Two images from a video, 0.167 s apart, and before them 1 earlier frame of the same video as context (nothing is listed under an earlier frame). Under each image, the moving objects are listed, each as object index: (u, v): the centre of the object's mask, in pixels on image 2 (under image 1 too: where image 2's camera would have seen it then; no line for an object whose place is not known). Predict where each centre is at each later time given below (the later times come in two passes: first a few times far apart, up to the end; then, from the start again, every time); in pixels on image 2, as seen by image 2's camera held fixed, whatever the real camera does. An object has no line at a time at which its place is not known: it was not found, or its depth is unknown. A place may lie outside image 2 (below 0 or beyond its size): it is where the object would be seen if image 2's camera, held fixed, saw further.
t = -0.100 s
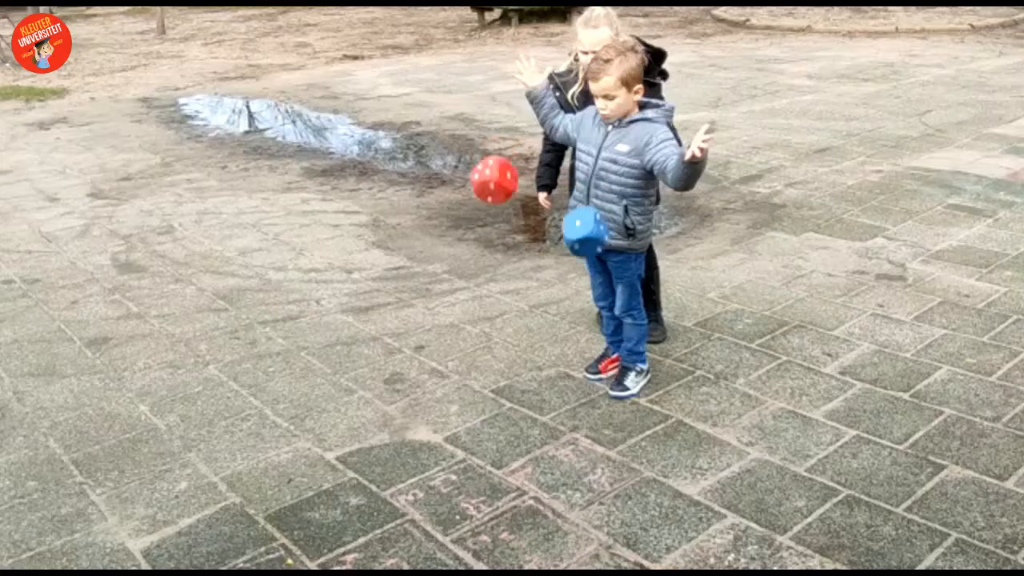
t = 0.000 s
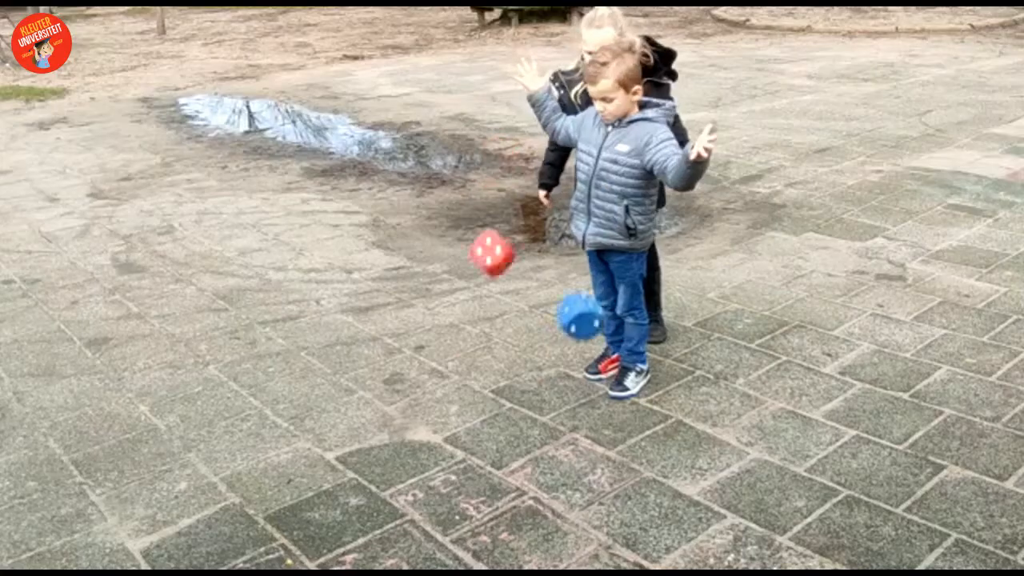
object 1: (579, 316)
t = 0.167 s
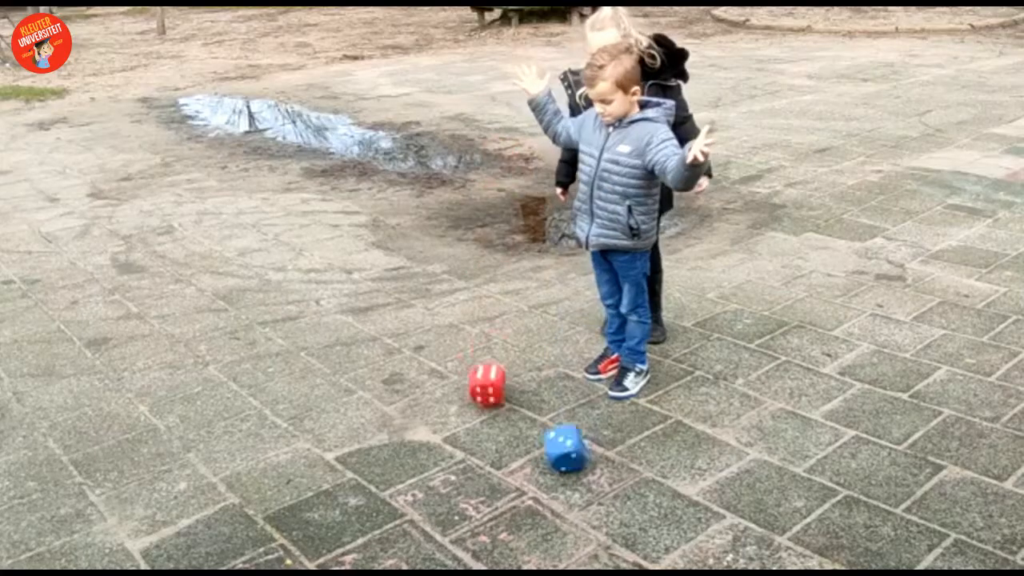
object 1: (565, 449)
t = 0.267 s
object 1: (548, 472)
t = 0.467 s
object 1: (502, 507)
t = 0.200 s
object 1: (559, 453)
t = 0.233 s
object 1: (554, 464)
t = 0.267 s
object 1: (548, 472)
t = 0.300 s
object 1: (542, 481)
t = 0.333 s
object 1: (535, 488)
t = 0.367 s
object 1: (527, 491)
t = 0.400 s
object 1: (519, 497)
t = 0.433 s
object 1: (510, 506)
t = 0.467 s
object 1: (502, 507)
